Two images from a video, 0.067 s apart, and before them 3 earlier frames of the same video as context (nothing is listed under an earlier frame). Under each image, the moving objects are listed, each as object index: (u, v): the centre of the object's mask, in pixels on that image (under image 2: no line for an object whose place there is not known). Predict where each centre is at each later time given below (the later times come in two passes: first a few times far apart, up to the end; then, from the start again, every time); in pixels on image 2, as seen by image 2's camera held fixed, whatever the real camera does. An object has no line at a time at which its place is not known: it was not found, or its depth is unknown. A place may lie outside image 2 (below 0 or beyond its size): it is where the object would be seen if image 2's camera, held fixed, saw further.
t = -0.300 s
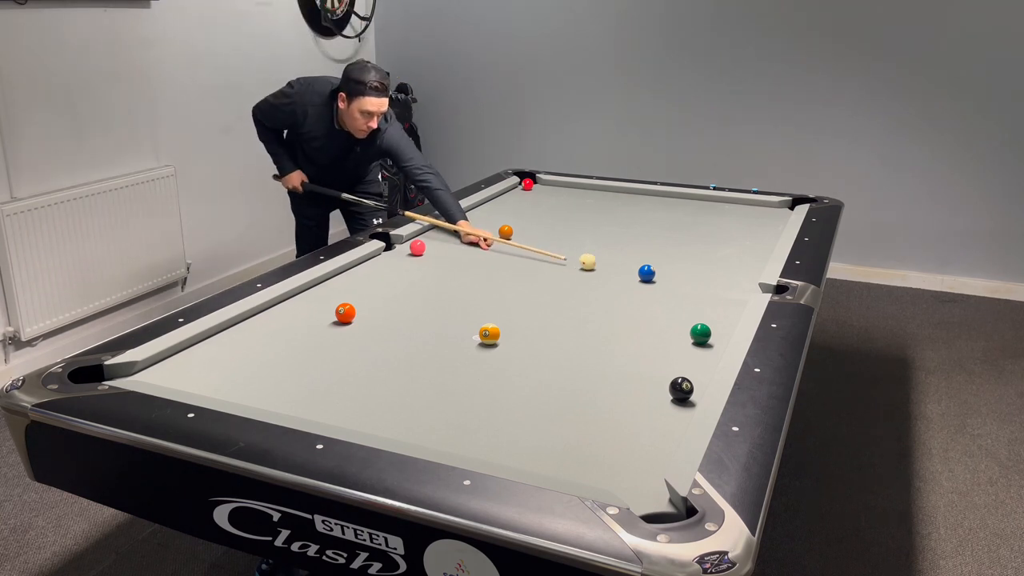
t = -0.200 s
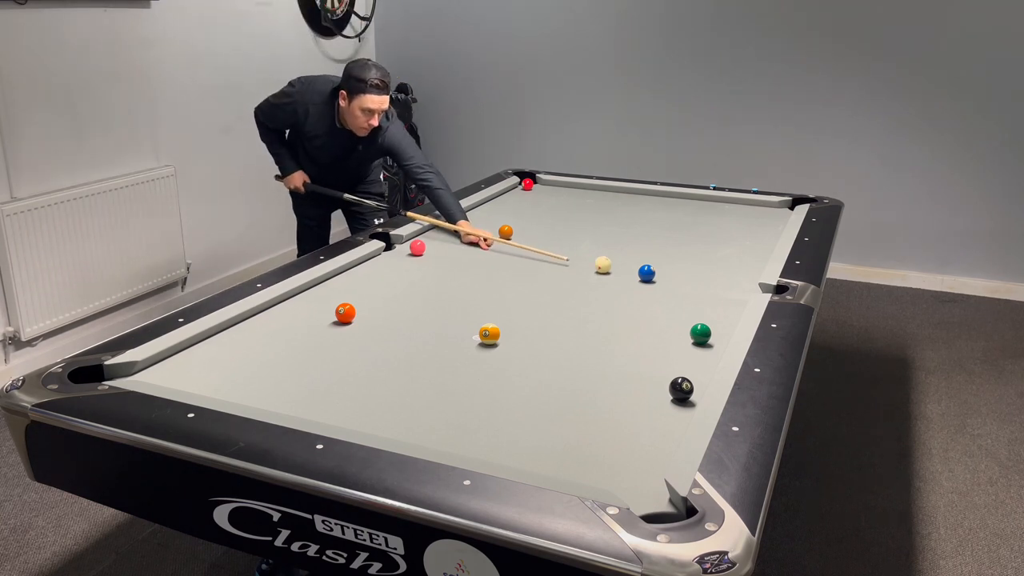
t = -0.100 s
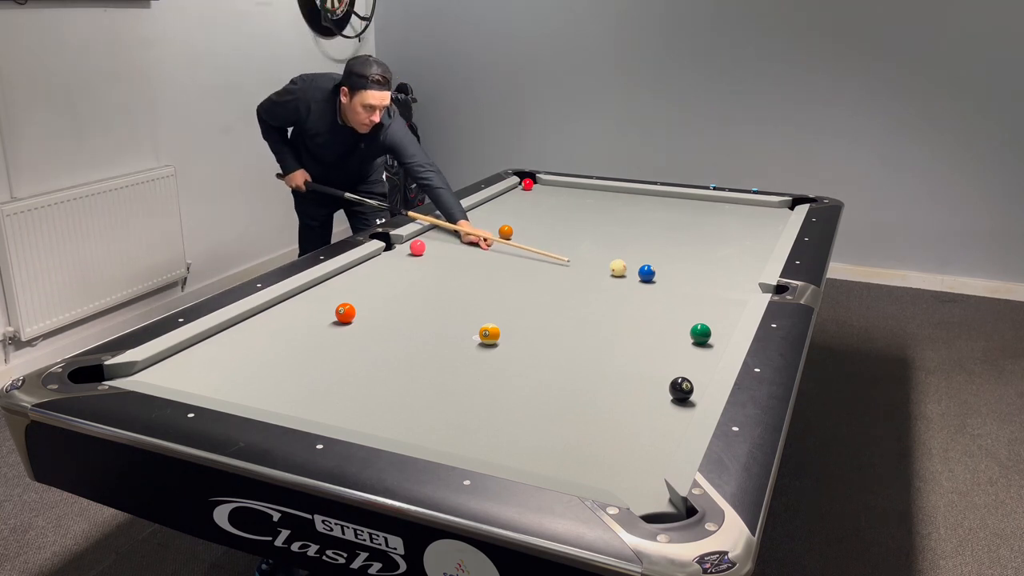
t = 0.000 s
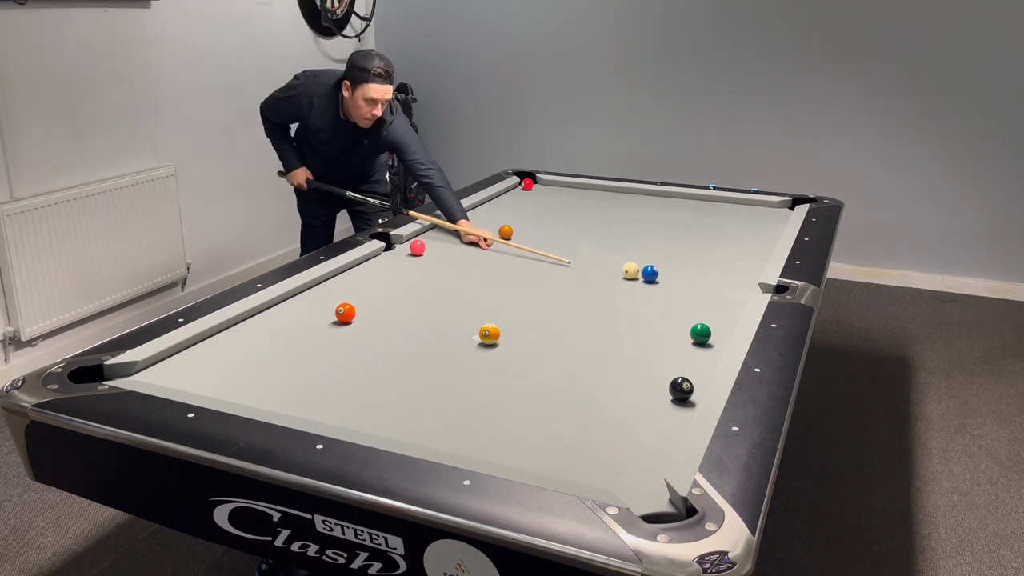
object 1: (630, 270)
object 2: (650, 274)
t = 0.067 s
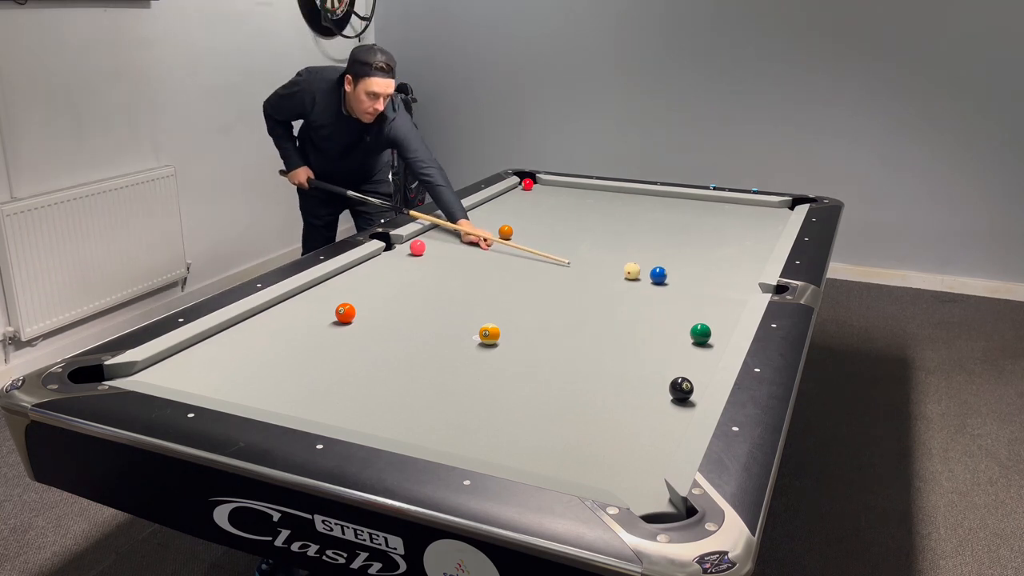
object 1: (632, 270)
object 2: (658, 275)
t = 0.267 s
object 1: (638, 273)
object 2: (679, 279)
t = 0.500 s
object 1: (644, 274)
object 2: (703, 283)
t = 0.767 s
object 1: (649, 276)
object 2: (729, 288)
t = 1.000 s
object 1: (654, 277)
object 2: (750, 291)
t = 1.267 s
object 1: (657, 278)
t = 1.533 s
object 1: (659, 278)
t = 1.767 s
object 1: (660, 278)
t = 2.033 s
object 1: (659, 279)
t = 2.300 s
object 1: (659, 279)
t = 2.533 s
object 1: (659, 278)
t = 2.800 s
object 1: (659, 279)
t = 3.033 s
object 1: (659, 278)
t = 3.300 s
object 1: (659, 278)
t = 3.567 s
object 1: (659, 278)
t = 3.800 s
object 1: (659, 278)
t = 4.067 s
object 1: (659, 278)
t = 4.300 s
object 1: (659, 278)
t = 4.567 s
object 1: (659, 278)
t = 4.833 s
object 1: (659, 278)
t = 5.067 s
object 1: (659, 279)
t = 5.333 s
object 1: (659, 278)
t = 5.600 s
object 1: (659, 278)
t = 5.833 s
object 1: (659, 278)
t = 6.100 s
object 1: (659, 278)
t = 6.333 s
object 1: (659, 278)
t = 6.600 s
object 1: (659, 278)
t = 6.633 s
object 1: (659, 278)
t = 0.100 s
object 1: (633, 271)
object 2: (662, 276)
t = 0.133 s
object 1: (634, 271)
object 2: (665, 277)
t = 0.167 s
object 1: (635, 272)
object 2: (668, 277)
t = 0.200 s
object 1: (636, 272)
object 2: (672, 278)
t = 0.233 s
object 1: (637, 272)
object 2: (675, 279)
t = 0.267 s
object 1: (638, 273)
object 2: (679, 279)
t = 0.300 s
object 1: (639, 273)
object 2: (682, 280)
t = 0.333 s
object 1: (639, 273)
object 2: (686, 280)
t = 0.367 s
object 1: (640, 274)
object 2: (689, 281)
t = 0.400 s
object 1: (641, 274)
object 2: (693, 281)
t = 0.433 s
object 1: (642, 274)
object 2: (696, 282)
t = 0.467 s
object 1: (643, 274)
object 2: (699, 283)
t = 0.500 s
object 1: (644, 274)
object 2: (703, 283)
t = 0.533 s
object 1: (644, 275)
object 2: (706, 284)
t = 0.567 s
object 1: (645, 275)
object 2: (709, 285)
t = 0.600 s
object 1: (646, 275)
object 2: (713, 285)
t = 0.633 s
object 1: (647, 275)
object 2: (716, 286)
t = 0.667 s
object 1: (648, 275)
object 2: (719, 286)
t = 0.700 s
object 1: (648, 276)
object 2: (722, 287)
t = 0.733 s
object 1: (649, 276)
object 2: (726, 288)
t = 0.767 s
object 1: (649, 276)
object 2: (729, 288)
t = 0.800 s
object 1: (650, 276)
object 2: (732, 289)
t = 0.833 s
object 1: (651, 276)
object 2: (735, 289)
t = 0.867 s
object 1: (651, 277)
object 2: (738, 290)
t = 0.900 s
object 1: (652, 277)
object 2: (741, 290)
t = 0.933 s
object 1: (653, 277)
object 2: (745, 291)
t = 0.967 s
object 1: (653, 277)
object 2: (747, 291)
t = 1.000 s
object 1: (654, 277)
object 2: (750, 291)
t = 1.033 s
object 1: (654, 277)
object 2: (753, 290)
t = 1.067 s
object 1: (655, 277)
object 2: (756, 290)
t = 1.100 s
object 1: (655, 278)
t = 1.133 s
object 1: (655, 278)
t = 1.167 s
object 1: (656, 278)
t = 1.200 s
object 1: (656, 278)
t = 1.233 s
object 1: (657, 278)
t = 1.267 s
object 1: (657, 278)
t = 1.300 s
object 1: (658, 278)
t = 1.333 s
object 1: (658, 278)
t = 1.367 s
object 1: (658, 278)
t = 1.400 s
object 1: (659, 278)
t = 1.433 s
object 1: (659, 278)
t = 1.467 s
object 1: (659, 278)
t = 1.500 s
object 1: (659, 278)
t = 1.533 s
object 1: (659, 278)
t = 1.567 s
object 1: (660, 278)
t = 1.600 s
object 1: (660, 278)
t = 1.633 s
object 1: (659, 278)
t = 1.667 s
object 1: (660, 278)
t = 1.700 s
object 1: (659, 278)
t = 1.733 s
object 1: (659, 278)
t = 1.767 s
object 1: (660, 278)
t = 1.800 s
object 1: (659, 279)
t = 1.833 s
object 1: (659, 278)
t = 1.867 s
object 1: (659, 279)
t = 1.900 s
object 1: (659, 279)
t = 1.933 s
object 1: (659, 278)
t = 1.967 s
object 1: (659, 278)
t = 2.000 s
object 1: (659, 278)
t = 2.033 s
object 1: (659, 279)
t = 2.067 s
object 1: (659, 279)
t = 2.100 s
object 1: (659, 279)
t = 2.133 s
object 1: (659, 279)
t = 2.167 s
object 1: (659, 278)
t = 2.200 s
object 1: (659, 279)
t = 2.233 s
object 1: (659, 278)
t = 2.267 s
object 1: (659, 278)
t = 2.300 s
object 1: (659, 279)
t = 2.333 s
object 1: (659, 279)
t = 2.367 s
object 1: (659, 278)
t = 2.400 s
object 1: (659, 279)
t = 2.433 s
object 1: (659, 278)
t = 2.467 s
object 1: (659, 279)
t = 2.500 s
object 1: (659, 279)
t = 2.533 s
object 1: (659, 278)
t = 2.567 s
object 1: (659, 278)
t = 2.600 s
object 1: (659, 279)
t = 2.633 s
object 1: (659, 278)
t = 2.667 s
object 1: (659, 279)
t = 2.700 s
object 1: (659, 278)
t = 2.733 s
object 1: (659, 278)
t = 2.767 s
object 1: (659, 278)
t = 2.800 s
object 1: (659, 279)
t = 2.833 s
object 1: (659, 278)
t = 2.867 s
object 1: (659, 278)
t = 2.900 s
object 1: (659, 278)
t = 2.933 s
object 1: (659, 278)
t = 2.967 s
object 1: (659, 278)
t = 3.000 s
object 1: (659, 278)
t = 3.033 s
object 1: (659, 278)
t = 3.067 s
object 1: (659, 278)
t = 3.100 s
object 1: (659, 278)
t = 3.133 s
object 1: (659, 278)
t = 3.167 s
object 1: (659, 278)
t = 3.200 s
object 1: (659, 278)
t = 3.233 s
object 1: (659, 279)
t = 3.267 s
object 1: (659, 278)
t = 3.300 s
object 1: (659, 278)
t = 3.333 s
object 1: (659, 278)
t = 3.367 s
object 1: (659, 278)
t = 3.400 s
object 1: (659, 278)
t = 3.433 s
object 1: (659, 278)
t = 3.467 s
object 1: (659, 278)
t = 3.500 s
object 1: (659, 278)
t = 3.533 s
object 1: (659, 278)
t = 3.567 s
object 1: (659, 278)
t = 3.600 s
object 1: (659, 278)
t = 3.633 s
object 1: (659, 278)
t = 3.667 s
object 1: (659, 278)
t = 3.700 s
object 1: (659, 278)
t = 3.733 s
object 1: (659, 278)
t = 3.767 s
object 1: (659, 278)
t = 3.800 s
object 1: (659, 278)
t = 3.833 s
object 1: (659, 278)
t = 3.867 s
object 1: (659, 278)
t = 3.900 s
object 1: (659, 279)
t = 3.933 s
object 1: (659, 278)
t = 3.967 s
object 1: (659, 278)
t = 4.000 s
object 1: (659, 279)
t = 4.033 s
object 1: (659, 278)
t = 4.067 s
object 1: (659, 278)
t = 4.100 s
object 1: (659, 278)
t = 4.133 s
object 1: (659, 278)
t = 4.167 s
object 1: (659, 278)
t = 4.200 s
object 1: (659, 278)
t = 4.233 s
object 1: (659, 278)
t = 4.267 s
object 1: (659, 278)
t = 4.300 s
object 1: (659, 278)
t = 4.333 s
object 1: (659, 278)
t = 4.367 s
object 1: (659, 278)
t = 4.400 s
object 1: (659, 278)
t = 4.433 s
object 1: (659, 278)
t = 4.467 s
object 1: (659, 278)
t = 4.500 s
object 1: (659, 278)
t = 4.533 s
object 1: (659, 278)
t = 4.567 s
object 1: (659, 278)
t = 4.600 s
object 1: (659, 279)
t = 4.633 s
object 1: (659, 278)
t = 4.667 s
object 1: (659, 278)
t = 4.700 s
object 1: (659, 278)
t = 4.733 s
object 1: (659, 278)
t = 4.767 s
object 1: (659, 278)
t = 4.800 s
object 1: (659, 278)
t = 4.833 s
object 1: (659, 278)
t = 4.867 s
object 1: (659, 278)
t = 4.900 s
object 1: (659, 278)
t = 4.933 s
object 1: (659, 278)
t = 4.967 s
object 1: (659, 278)
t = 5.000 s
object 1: (659, 278)
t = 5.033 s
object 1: (659, 279)
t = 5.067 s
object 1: (659, 279)
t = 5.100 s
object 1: (659, 278)
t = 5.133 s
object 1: (659, 279)
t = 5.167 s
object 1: (659, 278)
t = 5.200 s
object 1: (659, 278)
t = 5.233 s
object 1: (659, 279)
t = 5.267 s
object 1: (659, 278)
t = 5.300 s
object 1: (659, 278)
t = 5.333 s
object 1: (659, 278)
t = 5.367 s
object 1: (659, 278)
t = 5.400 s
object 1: (659, 278)
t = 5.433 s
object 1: (659, 278)
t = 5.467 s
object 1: (659, 278)
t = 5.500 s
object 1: (659, 278)
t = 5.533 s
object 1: (659, 278)
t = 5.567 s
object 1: (659, 278)
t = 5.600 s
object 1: (659, 278)
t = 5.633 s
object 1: (659, 278)
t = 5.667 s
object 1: (659, 278)
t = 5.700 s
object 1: (659, 278)
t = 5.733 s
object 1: (659, 278)
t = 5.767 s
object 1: (659, 278)
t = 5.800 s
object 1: (659, 278)
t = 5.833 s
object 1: (659, 278)
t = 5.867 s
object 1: (659, 278)
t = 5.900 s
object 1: (659, 278)
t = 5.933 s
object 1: (659, 278)
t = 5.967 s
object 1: (659, 278)
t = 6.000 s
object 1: (659, 278)
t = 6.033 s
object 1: (659, 278)
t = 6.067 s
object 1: (659, 278)
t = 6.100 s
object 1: (659, 278)
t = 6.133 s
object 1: (659, 278)
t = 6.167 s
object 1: (659, 278)
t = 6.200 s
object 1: (659, 278)
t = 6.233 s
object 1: (659, 278)
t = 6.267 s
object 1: (659, 278)
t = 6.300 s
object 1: (659, 278)
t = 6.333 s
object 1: (659, 278)
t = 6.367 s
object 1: (659, 278)
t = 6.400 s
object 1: (659, 278)
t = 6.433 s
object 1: (659, 278)
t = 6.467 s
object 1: (659, 278)
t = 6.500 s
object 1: (659, 278)
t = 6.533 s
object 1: (659, 278)
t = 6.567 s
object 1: (659, 278)
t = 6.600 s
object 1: (659, 278)
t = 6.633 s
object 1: (659, 278)
